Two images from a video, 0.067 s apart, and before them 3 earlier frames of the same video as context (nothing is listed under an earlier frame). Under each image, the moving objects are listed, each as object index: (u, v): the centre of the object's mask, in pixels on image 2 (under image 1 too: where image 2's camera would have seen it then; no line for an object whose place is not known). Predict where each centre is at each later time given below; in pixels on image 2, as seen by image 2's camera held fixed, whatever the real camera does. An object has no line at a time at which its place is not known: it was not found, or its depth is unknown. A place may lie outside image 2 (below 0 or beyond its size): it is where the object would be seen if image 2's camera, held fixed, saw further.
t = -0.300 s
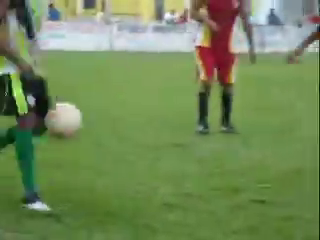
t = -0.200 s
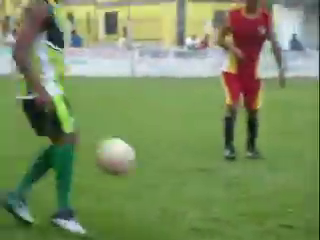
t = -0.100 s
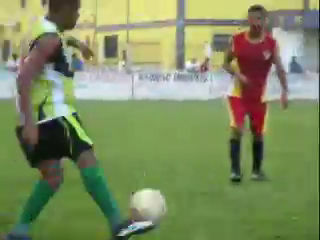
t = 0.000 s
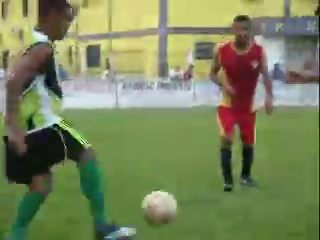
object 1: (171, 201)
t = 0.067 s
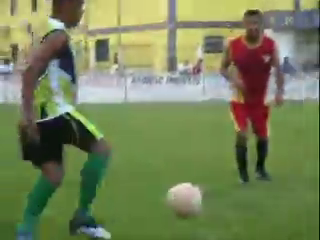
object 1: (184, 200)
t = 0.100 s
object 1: (189, 201)
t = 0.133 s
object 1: (194, 205)
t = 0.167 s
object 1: (199, 210)
